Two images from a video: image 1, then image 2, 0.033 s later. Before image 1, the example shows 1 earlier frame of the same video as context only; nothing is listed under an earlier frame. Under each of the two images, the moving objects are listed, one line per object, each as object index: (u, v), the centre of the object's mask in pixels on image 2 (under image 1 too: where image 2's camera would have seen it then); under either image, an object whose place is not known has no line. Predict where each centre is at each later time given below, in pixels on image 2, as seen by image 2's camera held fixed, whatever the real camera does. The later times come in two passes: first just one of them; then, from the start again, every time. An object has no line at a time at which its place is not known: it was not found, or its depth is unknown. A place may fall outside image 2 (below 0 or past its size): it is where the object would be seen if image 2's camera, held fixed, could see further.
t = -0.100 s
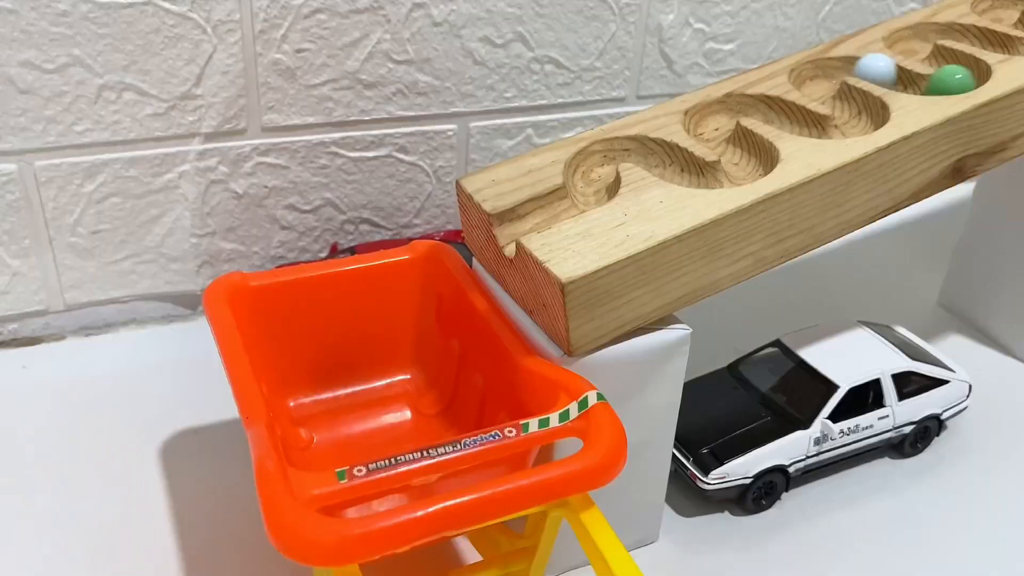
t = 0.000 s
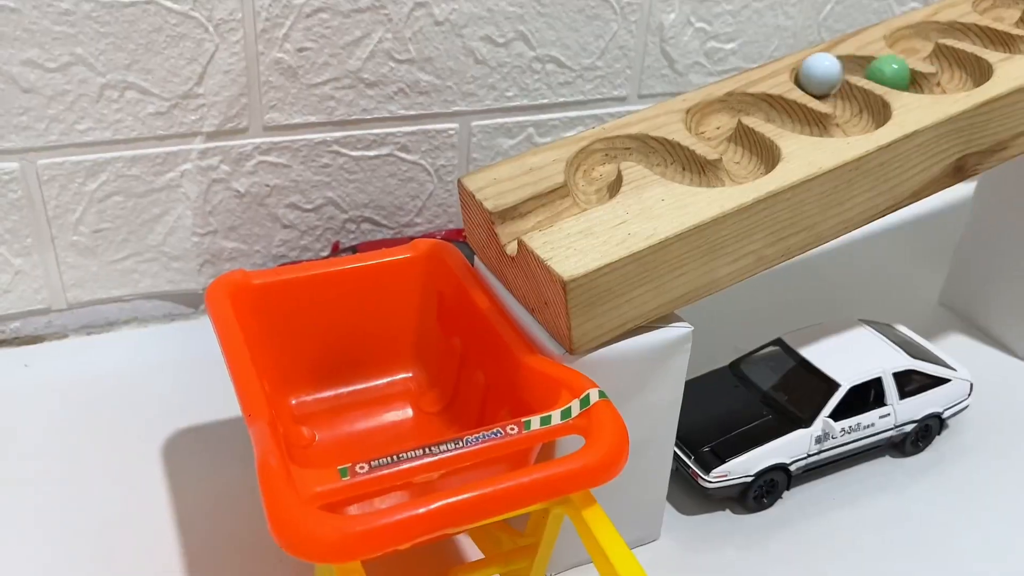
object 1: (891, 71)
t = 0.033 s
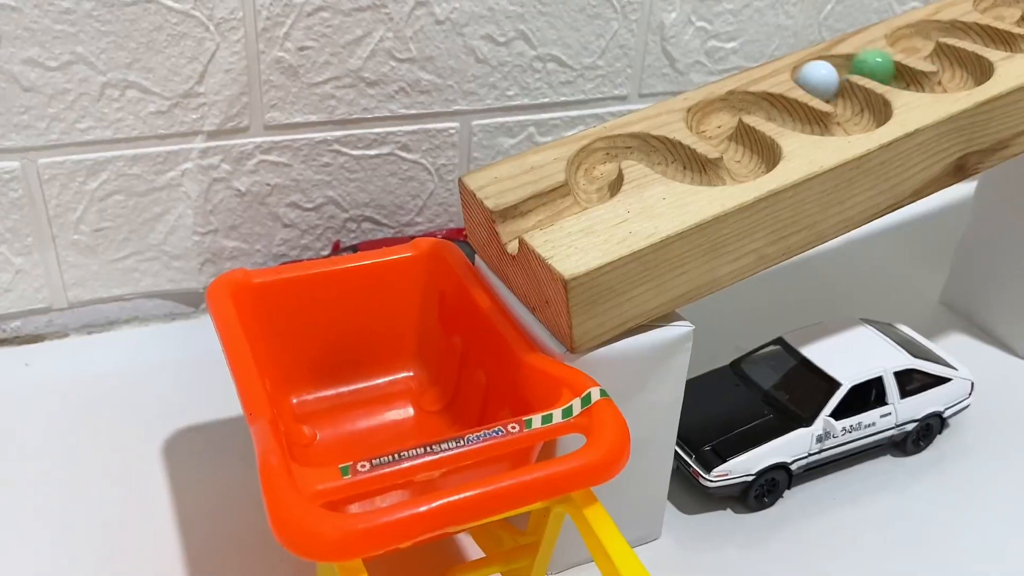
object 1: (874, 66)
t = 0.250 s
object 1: (863, 107)
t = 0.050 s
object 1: (863, 63)
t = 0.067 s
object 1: (854, 61)
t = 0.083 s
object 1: (843, 61)
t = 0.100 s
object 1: (831, 66)
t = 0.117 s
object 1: (821, 73)
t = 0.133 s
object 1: (819, 75)
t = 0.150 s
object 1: (820, 79)
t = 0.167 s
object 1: (823, 82)
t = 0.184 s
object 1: (831, 86)
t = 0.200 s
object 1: (838, 89)
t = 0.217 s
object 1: (846, 91)
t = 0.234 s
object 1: (858, 98)
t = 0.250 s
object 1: (863, 107)
